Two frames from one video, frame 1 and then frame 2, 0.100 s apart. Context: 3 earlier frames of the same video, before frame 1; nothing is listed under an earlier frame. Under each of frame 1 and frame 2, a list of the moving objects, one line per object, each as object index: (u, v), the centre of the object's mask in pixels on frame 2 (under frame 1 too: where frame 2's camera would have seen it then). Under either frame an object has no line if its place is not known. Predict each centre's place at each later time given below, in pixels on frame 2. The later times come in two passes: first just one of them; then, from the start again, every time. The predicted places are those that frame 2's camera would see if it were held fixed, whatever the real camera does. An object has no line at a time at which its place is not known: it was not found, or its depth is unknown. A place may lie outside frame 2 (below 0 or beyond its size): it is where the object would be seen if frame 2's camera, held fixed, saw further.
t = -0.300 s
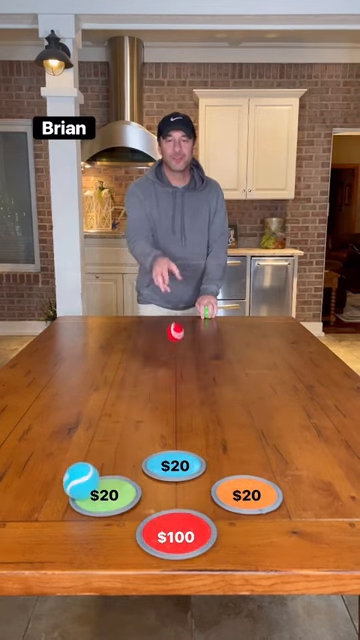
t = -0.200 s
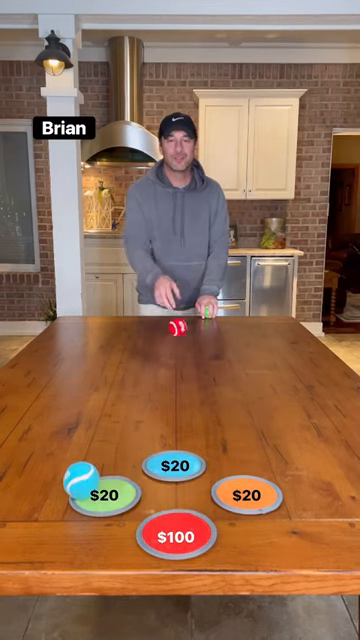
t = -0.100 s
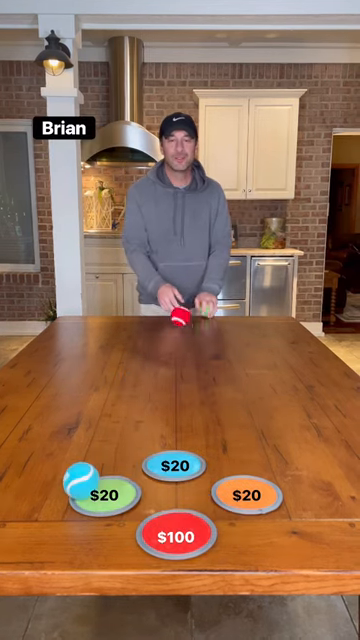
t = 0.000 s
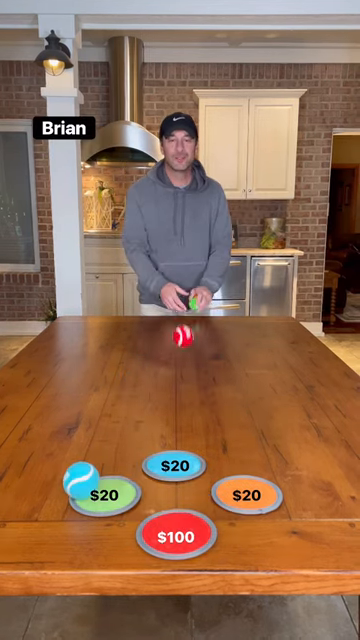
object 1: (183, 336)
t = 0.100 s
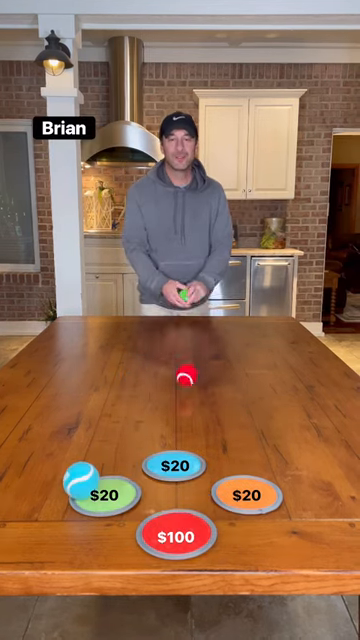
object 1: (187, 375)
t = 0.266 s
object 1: (194, 367)
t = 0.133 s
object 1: (188, 365)
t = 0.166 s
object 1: (190, 360)
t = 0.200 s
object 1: (191, 358)
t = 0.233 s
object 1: (193, 361)
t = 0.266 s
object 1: (194, 367)
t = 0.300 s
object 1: (196, 378)
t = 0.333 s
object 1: (197, 393)
